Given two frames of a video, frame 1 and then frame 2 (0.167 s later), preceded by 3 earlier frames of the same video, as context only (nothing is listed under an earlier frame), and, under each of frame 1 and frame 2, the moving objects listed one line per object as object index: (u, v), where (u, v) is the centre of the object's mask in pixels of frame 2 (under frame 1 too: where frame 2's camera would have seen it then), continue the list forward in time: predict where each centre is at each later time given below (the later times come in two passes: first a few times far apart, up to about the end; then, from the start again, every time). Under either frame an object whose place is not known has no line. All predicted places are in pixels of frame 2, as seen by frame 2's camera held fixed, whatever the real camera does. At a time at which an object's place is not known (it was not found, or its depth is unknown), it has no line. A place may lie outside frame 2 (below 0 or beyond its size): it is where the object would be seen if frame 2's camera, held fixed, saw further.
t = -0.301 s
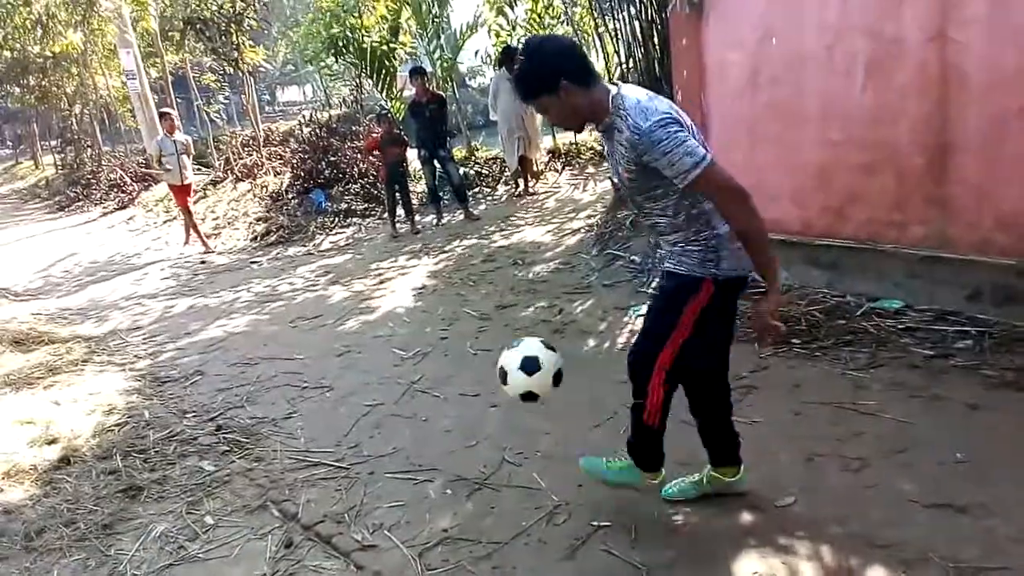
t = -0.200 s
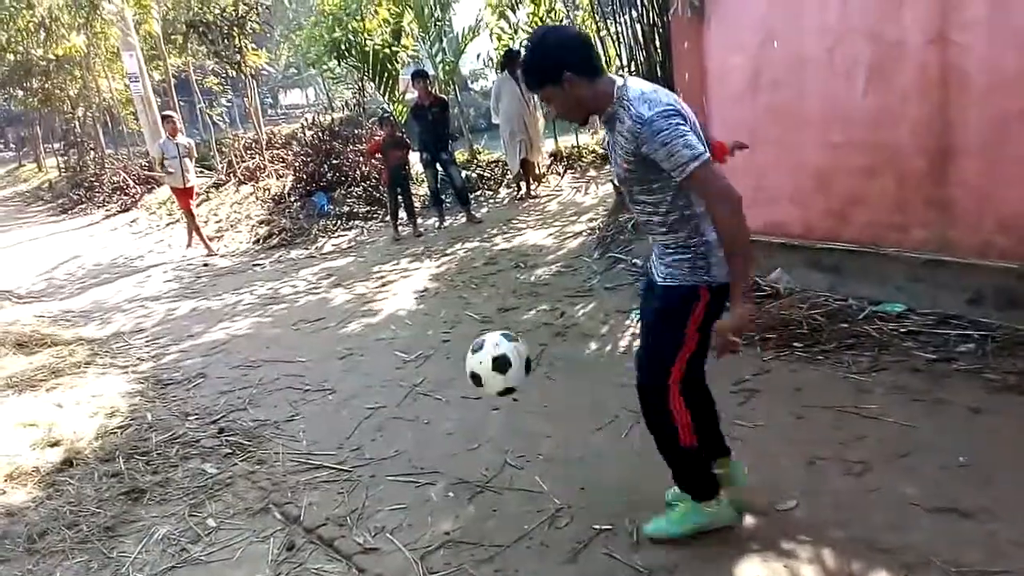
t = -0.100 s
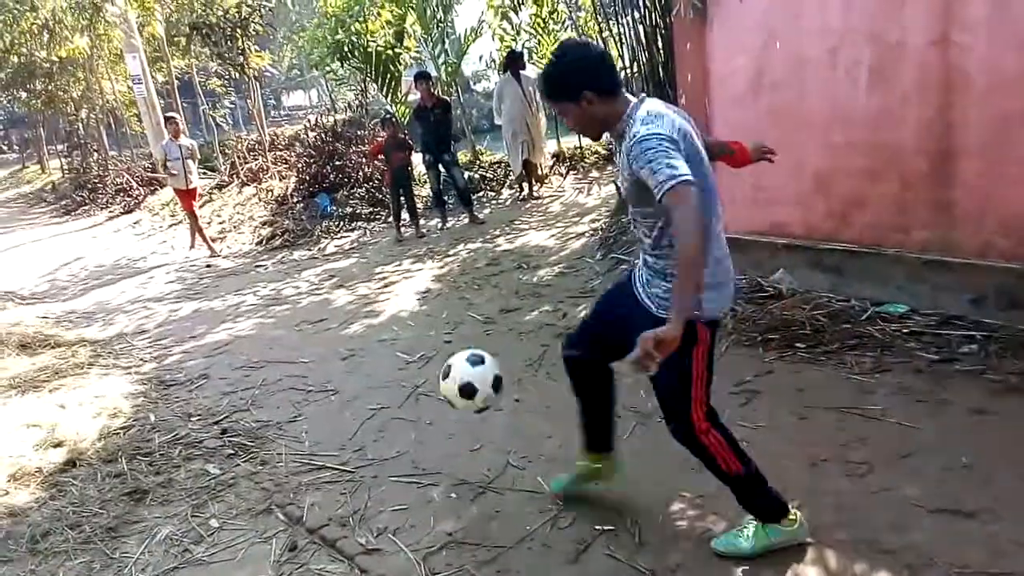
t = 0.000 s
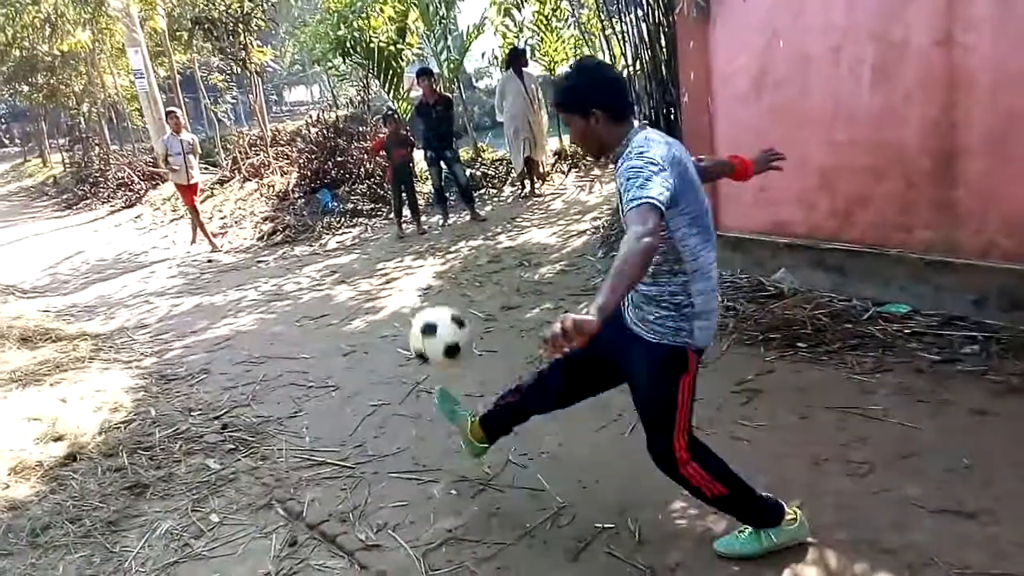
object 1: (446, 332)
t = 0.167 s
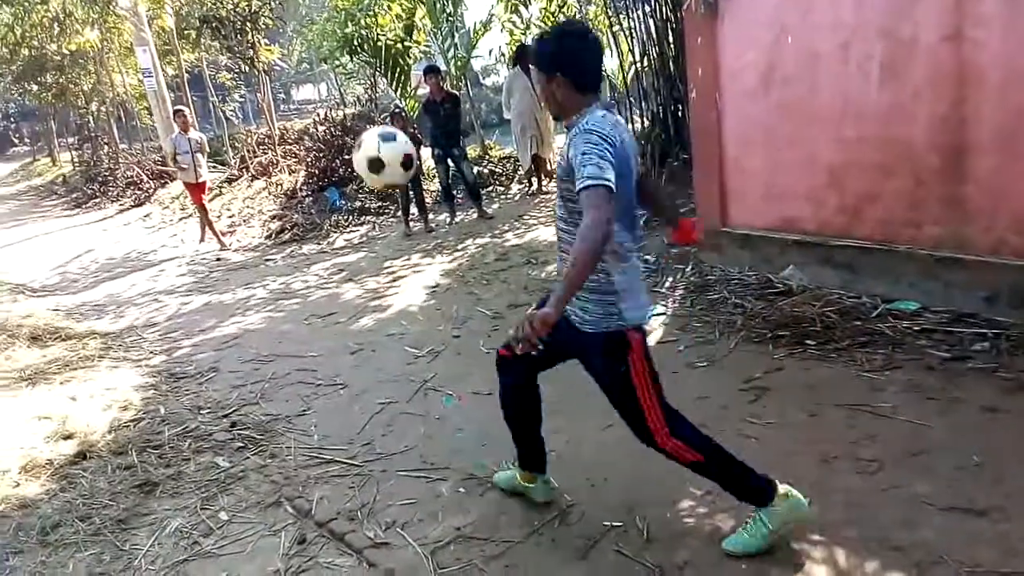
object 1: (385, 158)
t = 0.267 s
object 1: (354, 85)
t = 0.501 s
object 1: (308, 34)
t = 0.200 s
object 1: (374, 129)
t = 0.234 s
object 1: (363, 106)
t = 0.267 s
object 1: (354, 85)
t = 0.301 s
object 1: (346, 68)
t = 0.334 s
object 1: (338, 53)
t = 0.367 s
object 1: (329, 45)
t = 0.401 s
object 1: (323, 37)
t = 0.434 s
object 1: (319, 34)
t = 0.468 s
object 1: (313, 34)
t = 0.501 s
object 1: (308, 34)
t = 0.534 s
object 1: (304, 40)
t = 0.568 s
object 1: (302, 48)
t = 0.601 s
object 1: (299, 58)
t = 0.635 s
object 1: (297, 73)
